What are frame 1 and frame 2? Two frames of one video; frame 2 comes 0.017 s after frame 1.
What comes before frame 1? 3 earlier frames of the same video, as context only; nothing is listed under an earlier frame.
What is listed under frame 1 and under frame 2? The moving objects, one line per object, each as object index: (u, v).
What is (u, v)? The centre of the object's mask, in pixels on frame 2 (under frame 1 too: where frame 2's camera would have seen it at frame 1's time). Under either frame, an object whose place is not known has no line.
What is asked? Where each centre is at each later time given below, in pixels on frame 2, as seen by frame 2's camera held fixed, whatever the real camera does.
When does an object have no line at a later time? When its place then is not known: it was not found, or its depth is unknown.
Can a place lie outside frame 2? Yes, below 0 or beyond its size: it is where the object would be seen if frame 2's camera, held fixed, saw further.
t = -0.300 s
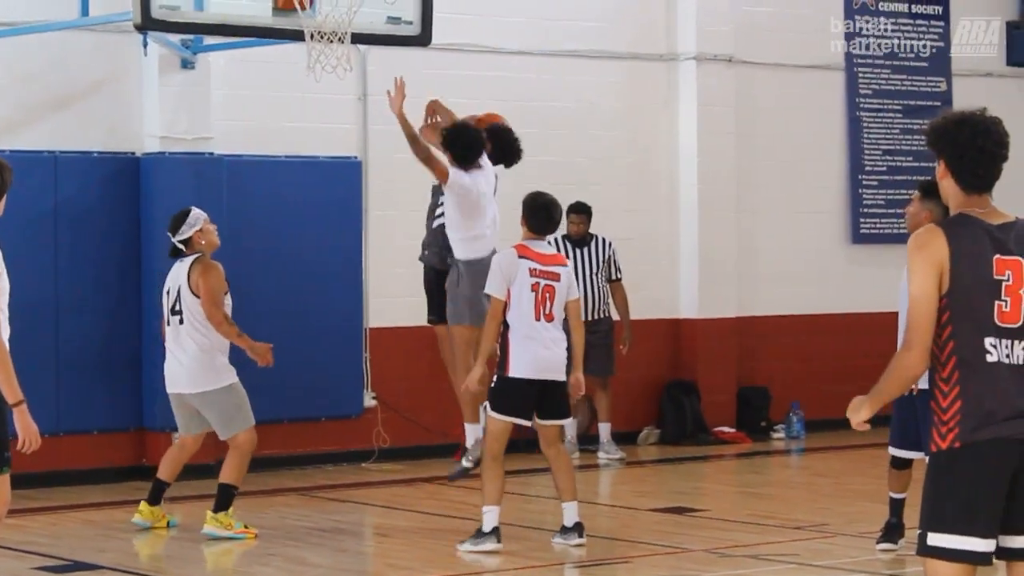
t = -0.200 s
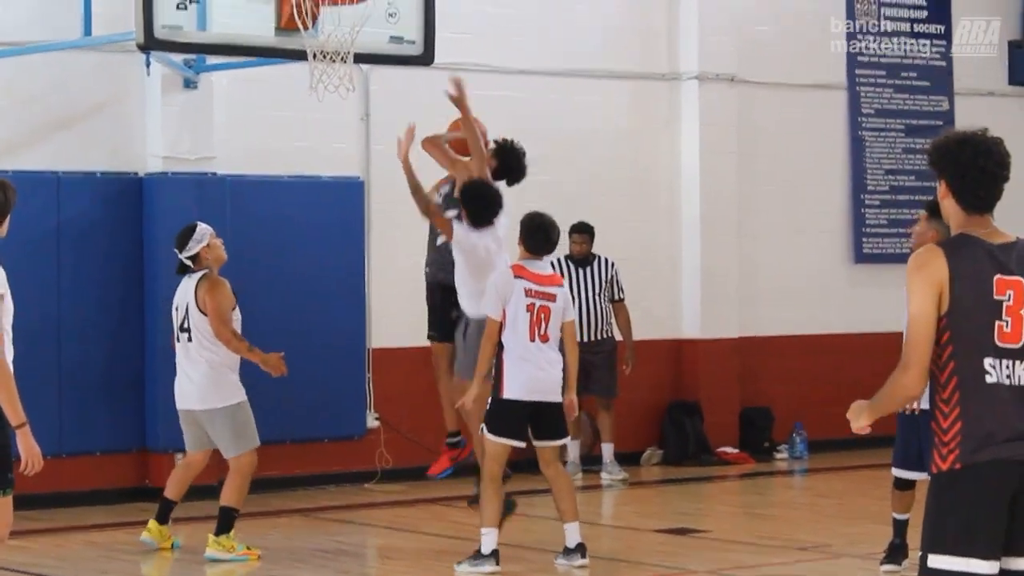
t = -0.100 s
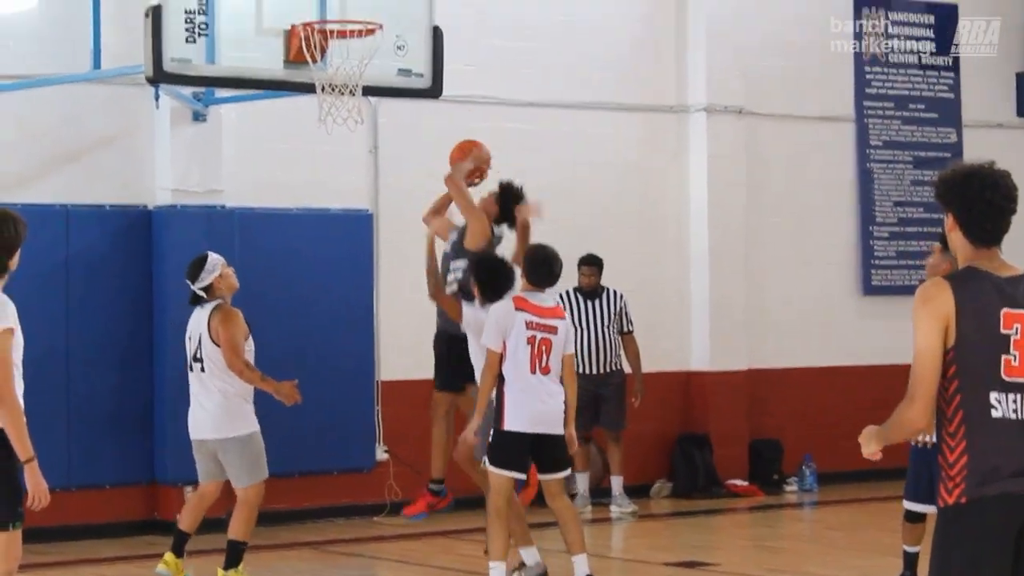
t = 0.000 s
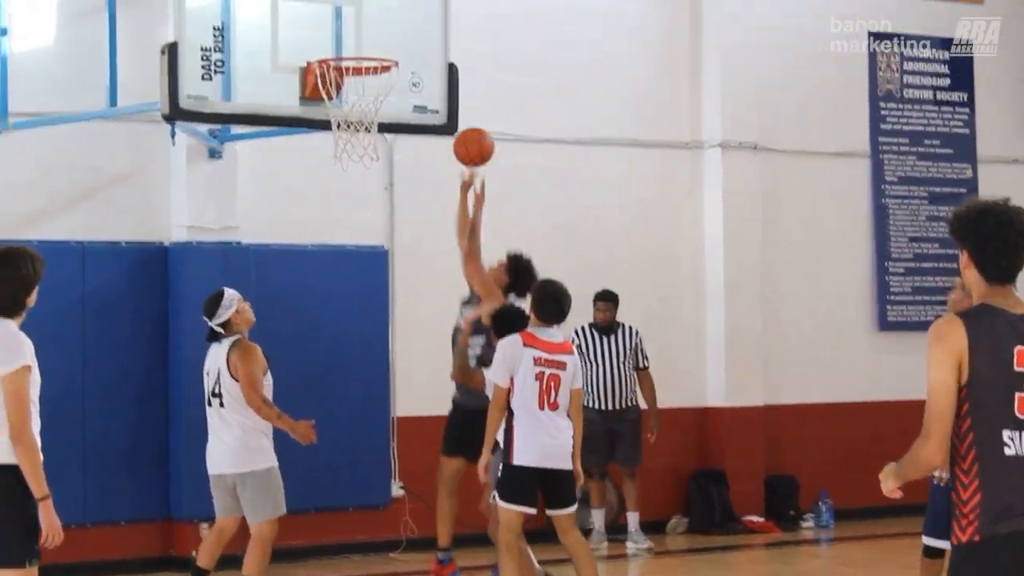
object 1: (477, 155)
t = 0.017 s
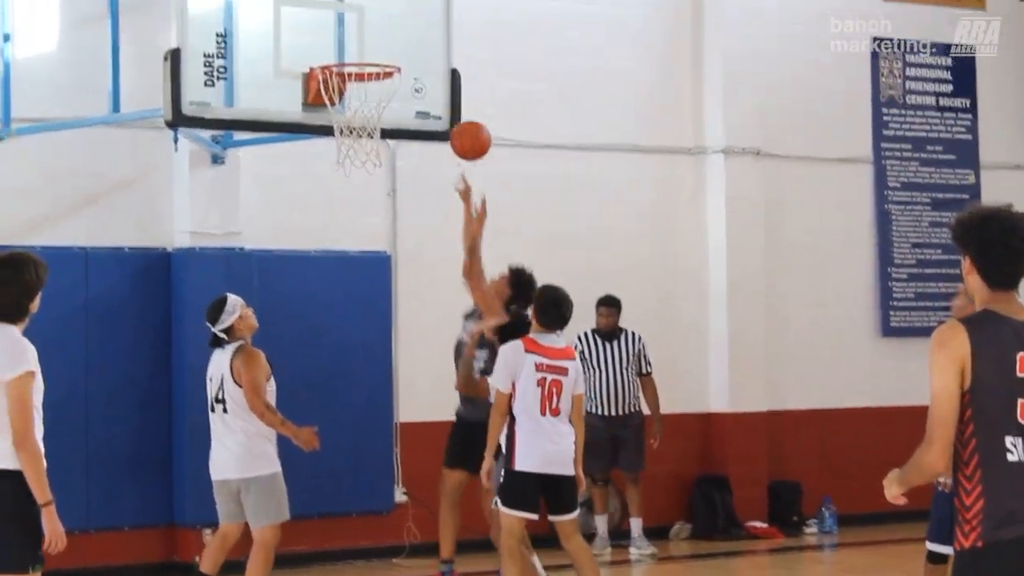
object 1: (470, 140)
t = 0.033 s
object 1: (464, 127)
